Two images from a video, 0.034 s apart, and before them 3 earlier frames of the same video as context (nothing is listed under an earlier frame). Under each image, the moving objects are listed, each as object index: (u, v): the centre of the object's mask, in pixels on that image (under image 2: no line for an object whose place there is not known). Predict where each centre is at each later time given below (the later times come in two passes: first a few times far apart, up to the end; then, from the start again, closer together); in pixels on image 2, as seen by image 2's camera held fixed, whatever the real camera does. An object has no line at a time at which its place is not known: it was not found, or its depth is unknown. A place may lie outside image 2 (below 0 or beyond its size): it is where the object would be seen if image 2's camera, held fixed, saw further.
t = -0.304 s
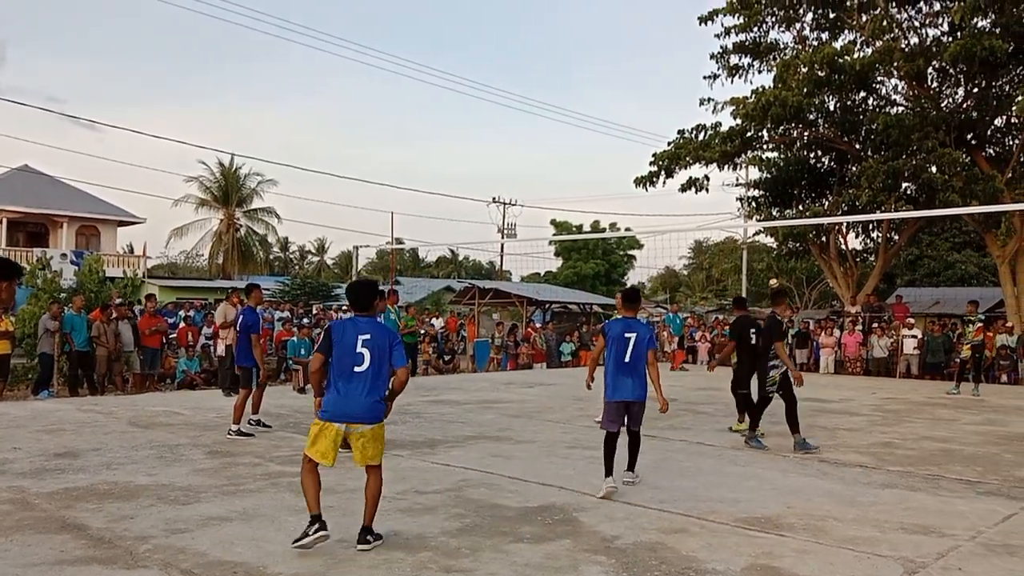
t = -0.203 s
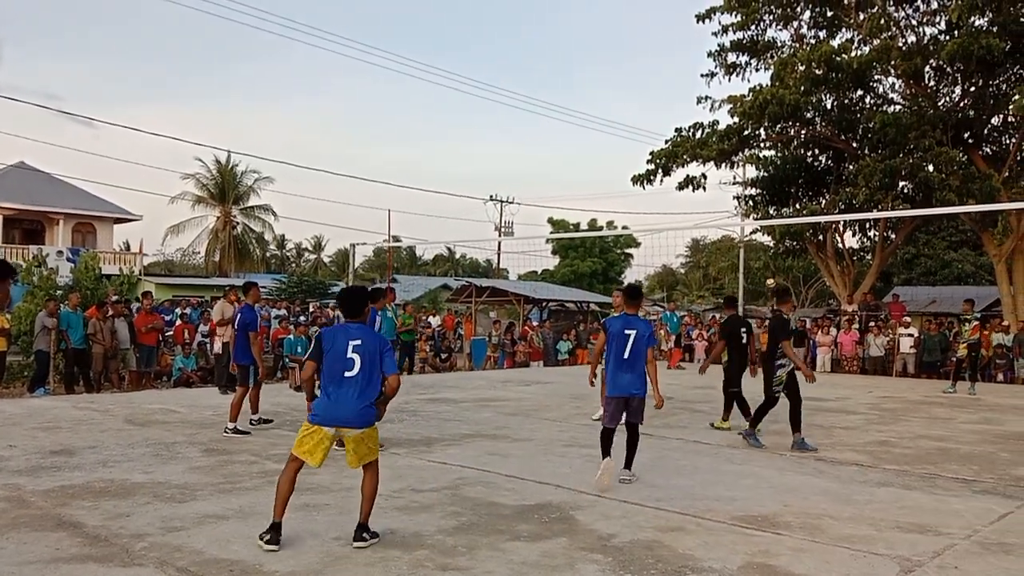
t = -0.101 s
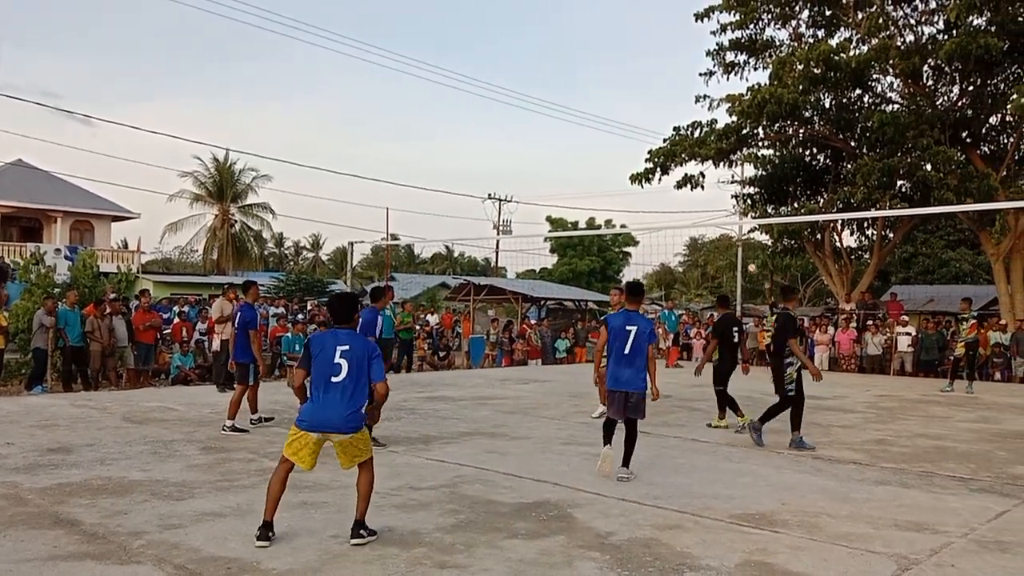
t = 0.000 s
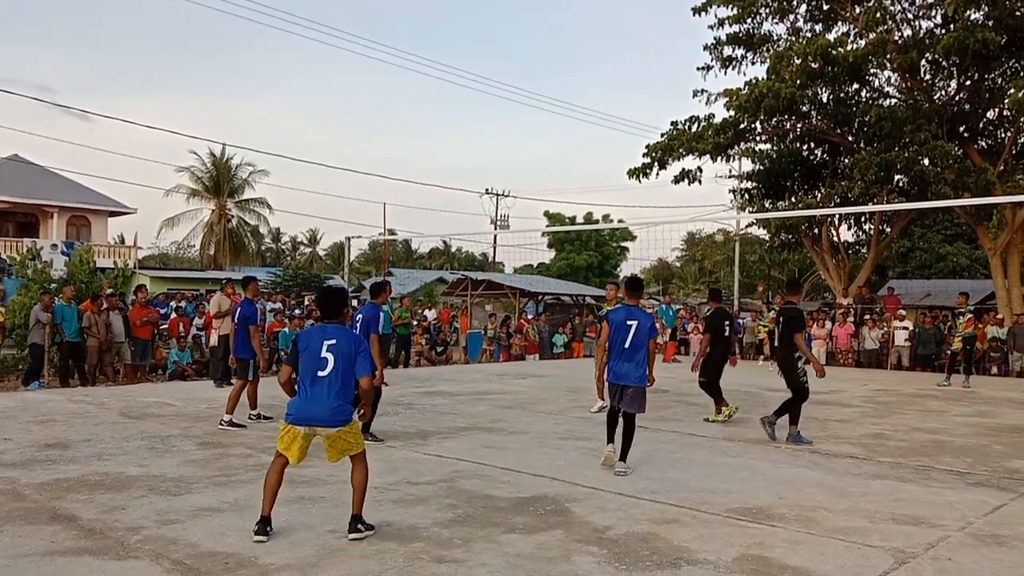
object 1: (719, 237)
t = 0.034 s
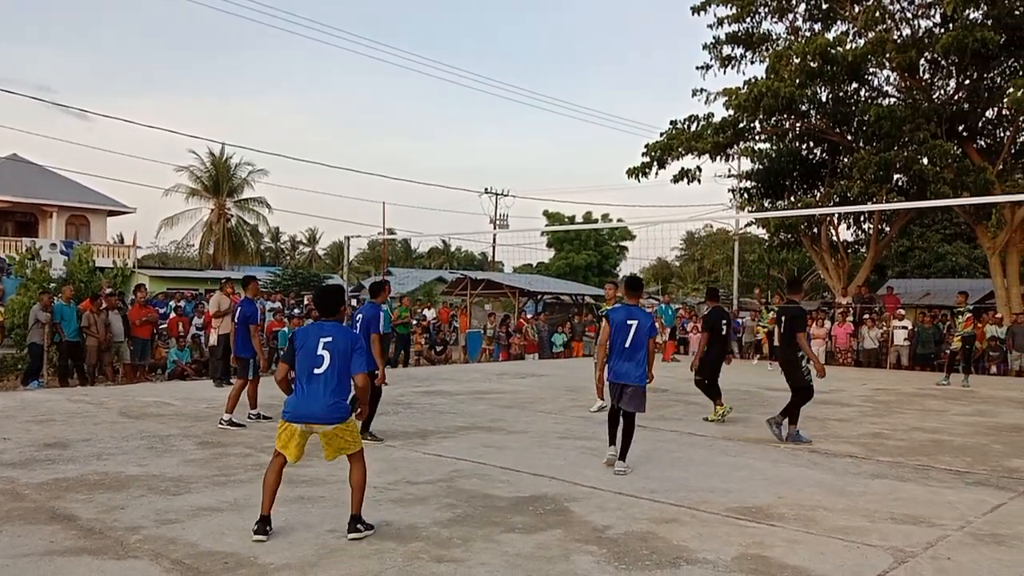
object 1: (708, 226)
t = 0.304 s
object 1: (614, 173)
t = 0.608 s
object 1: (483, 141)
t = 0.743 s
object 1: (412, 145)
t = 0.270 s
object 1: (626, 179)
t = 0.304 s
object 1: (614, 173)
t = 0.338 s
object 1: (601, 167)
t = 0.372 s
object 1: (587, 162)
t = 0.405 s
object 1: (574, 158)
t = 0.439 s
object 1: (560, 153)
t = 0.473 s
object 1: (546, 149)
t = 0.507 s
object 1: (531, 146)
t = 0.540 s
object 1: (516, 144)
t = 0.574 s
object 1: (500, 143)
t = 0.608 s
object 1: (483, 141)
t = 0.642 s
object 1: (466, 141)
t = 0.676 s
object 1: (449, 141)
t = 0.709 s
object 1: (431, 143)
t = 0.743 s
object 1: (412, 145)
